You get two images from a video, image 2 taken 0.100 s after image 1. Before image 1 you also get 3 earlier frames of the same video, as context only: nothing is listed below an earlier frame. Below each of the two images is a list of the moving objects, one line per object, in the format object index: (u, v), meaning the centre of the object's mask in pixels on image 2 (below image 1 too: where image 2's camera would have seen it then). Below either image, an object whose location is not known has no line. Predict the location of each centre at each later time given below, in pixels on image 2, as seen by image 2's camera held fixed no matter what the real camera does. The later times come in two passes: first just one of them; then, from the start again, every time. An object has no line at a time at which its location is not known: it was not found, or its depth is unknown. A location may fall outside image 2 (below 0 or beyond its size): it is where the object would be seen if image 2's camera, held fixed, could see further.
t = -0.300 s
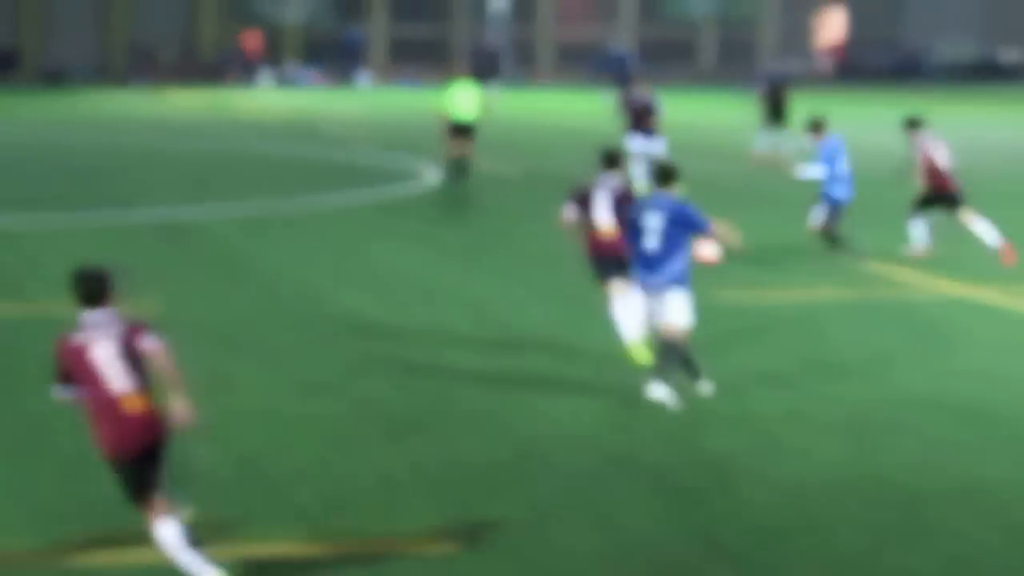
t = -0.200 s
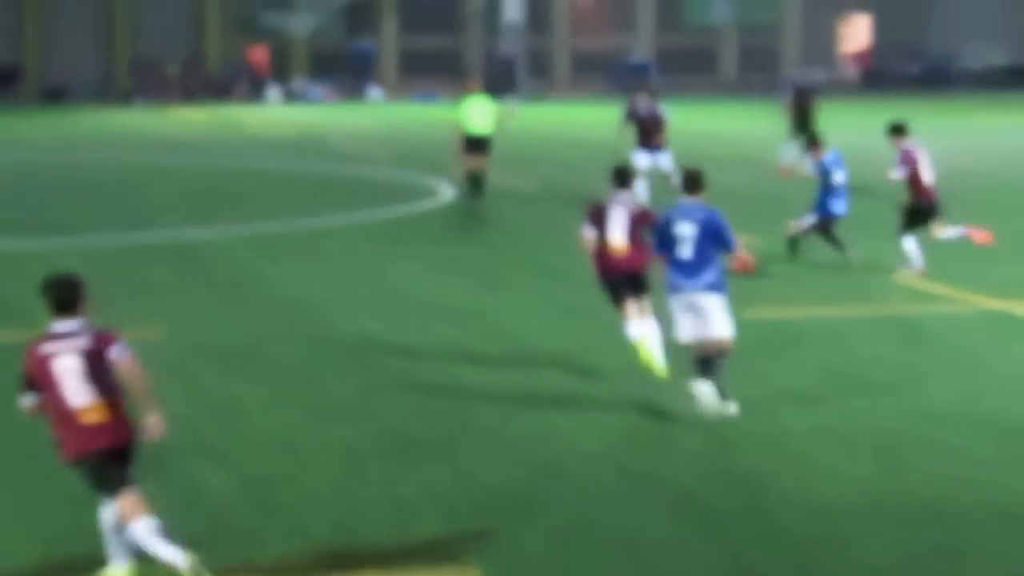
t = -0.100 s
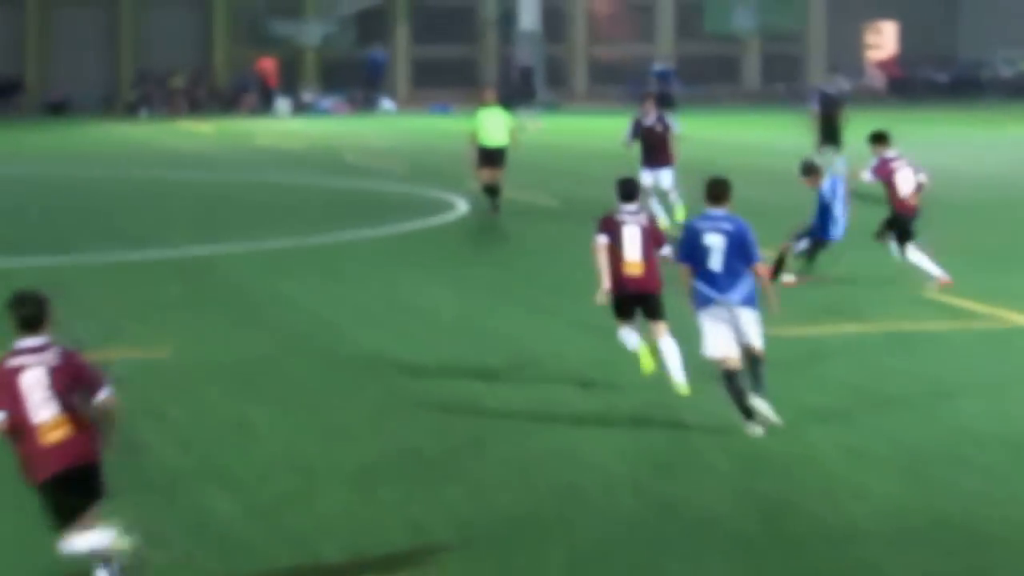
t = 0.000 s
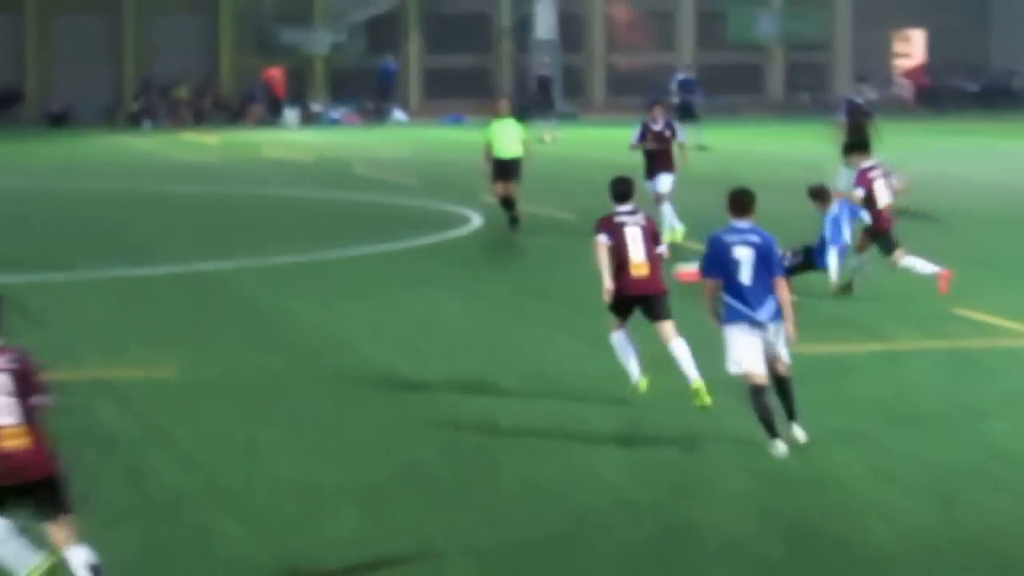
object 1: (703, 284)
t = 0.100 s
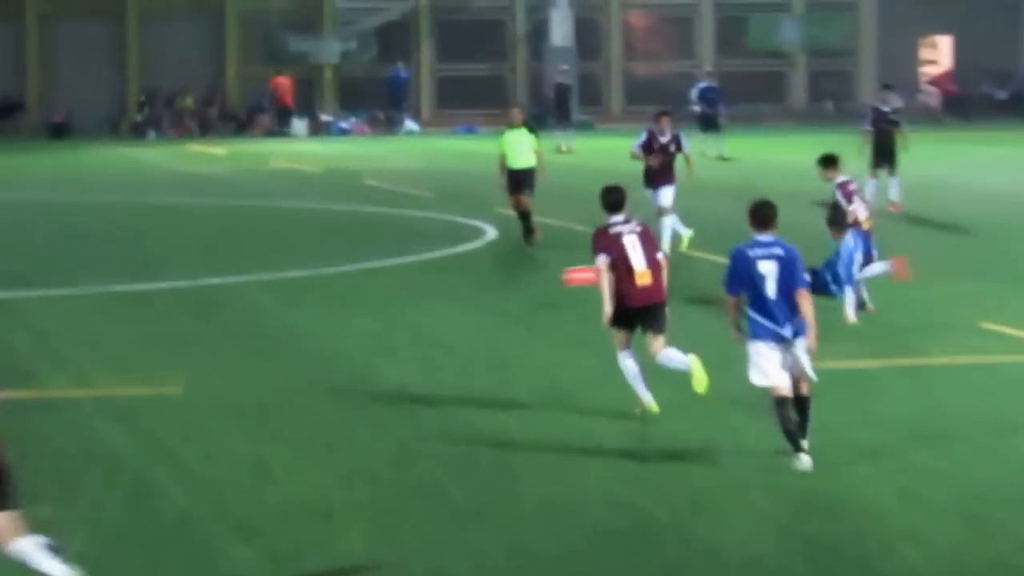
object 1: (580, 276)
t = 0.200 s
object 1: (462, 277)
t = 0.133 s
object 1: (544, 275)
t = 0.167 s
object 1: (503, 275)
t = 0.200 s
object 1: (462, 277)
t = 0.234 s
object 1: (420, 280)
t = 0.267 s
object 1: (381, 285)
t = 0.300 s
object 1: (342, 291)
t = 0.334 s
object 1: (303, 295)
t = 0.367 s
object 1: (271, 291)
